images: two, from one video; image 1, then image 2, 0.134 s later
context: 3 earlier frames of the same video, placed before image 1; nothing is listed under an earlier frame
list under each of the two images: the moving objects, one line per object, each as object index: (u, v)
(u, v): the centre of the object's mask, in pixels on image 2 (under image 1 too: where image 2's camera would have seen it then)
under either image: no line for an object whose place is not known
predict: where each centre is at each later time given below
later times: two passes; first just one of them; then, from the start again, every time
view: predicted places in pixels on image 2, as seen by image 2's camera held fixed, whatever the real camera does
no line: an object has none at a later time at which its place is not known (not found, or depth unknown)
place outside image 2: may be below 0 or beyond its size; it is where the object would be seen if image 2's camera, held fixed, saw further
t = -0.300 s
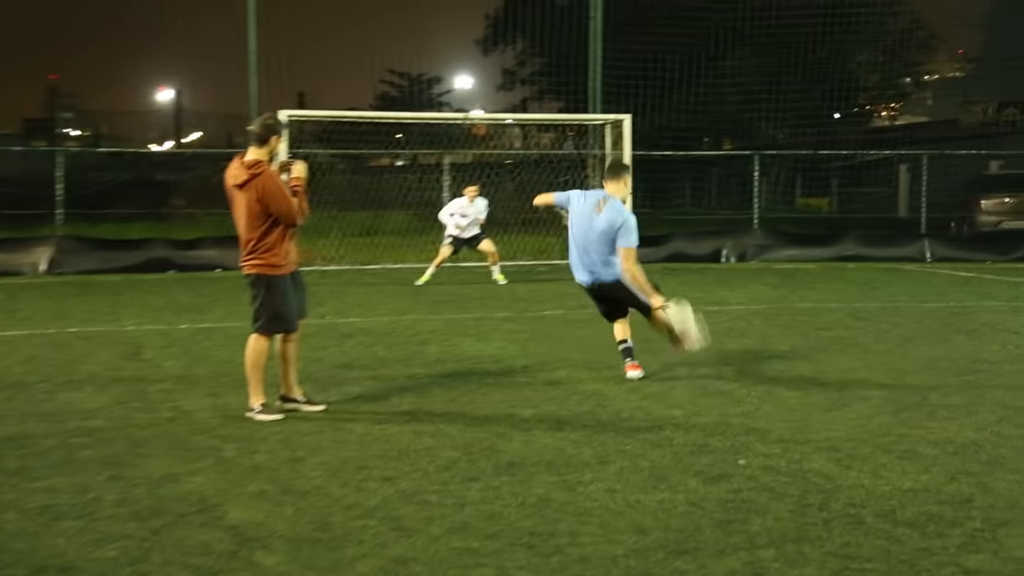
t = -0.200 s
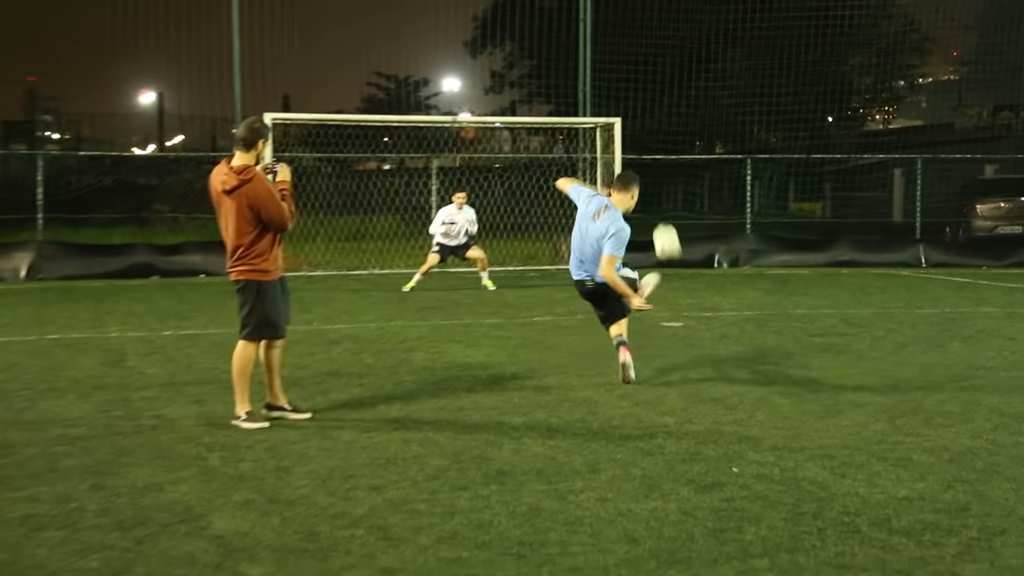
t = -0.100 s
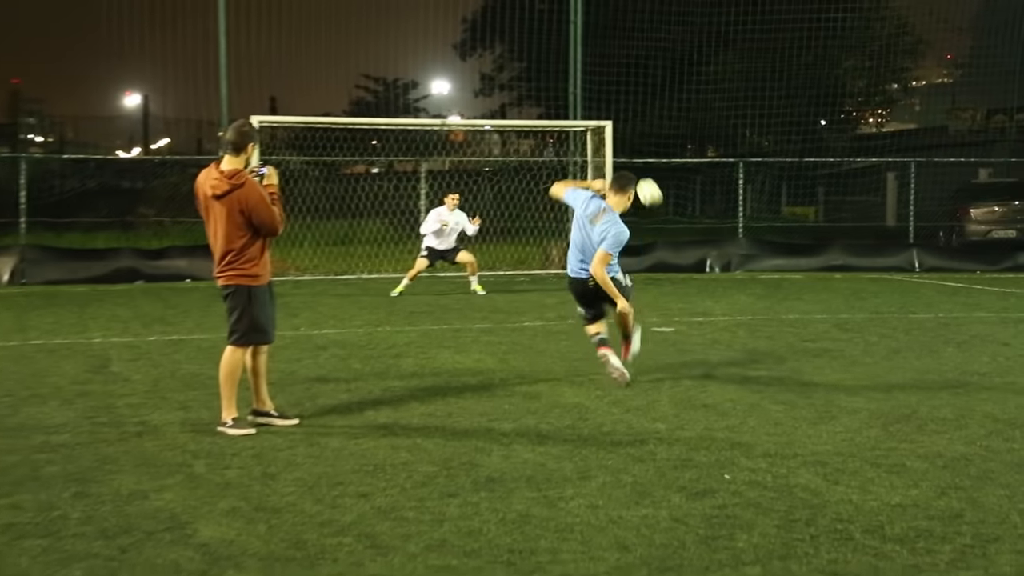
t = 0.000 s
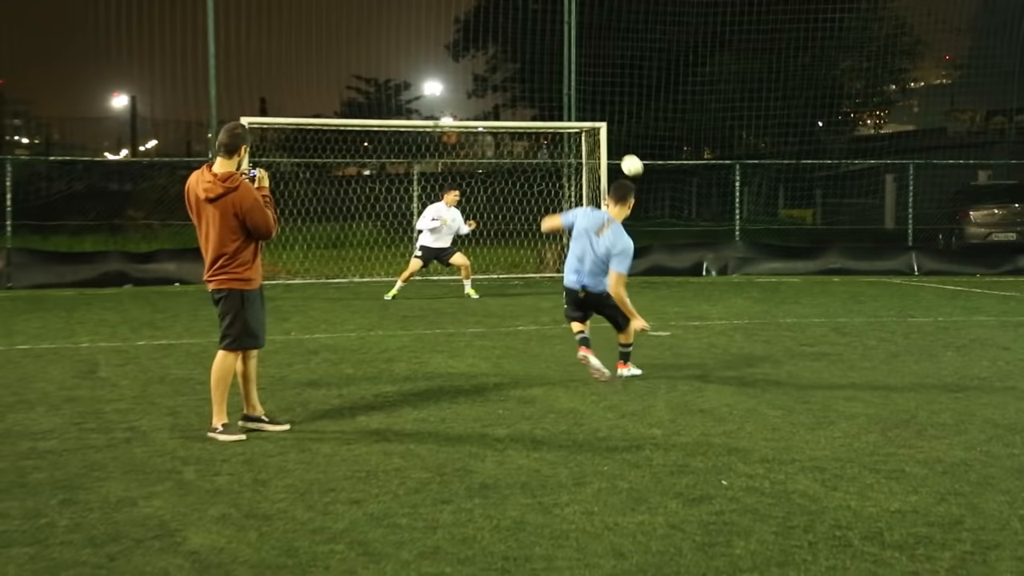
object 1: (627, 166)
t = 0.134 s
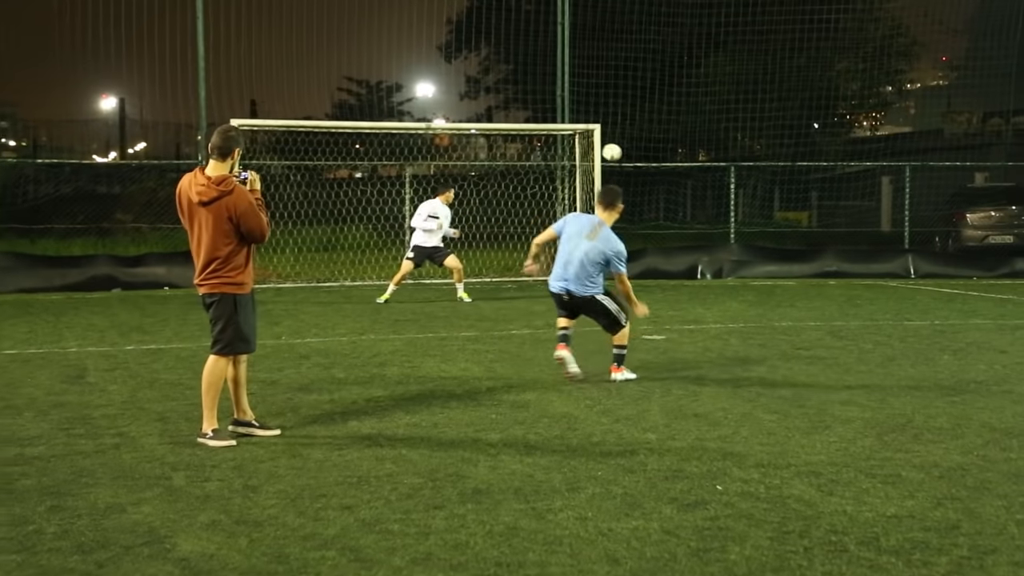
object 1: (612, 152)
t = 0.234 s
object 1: (608, 151)
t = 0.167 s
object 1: (608, 151)
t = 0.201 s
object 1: (606, 151)
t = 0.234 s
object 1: (608, 151)
